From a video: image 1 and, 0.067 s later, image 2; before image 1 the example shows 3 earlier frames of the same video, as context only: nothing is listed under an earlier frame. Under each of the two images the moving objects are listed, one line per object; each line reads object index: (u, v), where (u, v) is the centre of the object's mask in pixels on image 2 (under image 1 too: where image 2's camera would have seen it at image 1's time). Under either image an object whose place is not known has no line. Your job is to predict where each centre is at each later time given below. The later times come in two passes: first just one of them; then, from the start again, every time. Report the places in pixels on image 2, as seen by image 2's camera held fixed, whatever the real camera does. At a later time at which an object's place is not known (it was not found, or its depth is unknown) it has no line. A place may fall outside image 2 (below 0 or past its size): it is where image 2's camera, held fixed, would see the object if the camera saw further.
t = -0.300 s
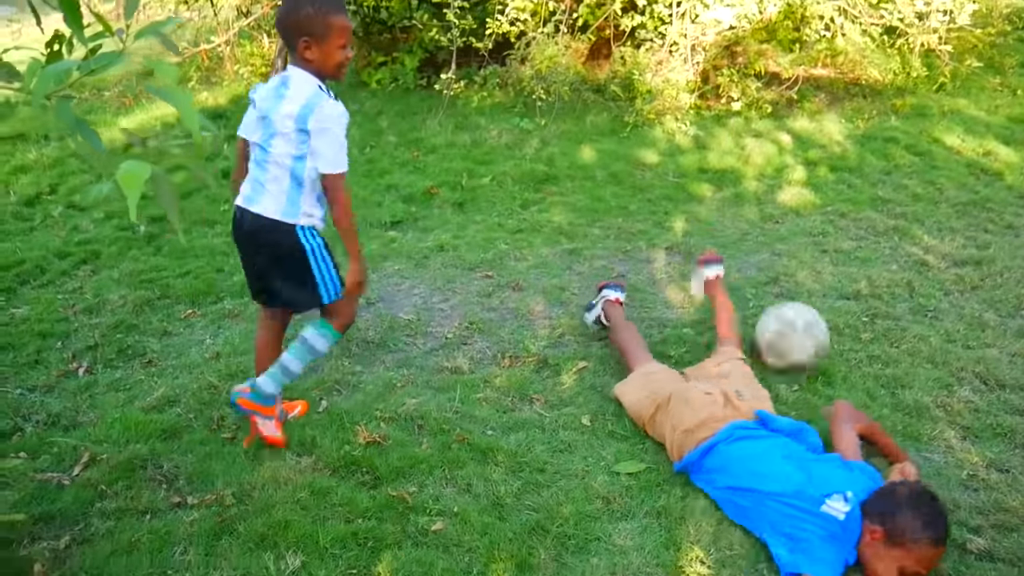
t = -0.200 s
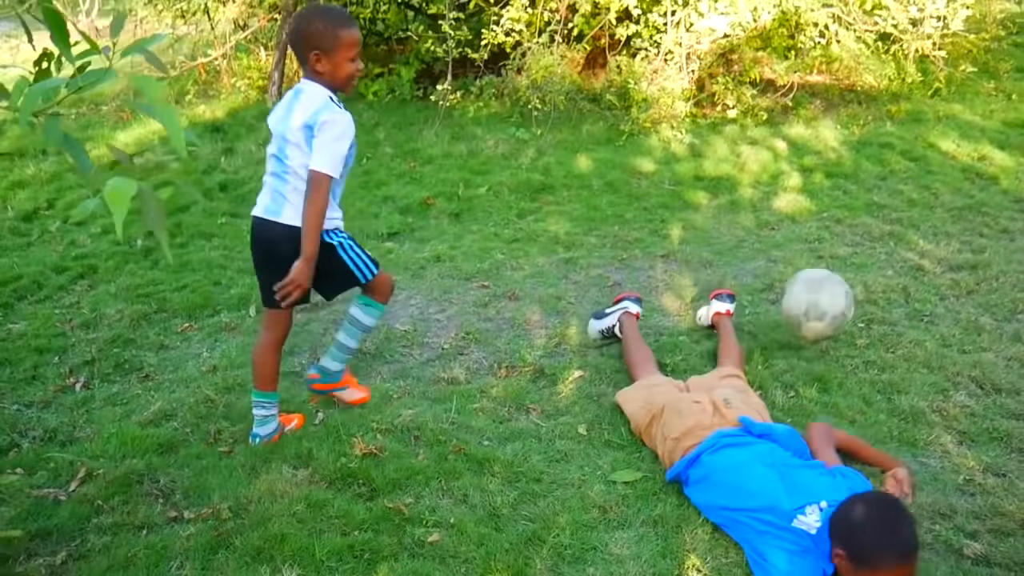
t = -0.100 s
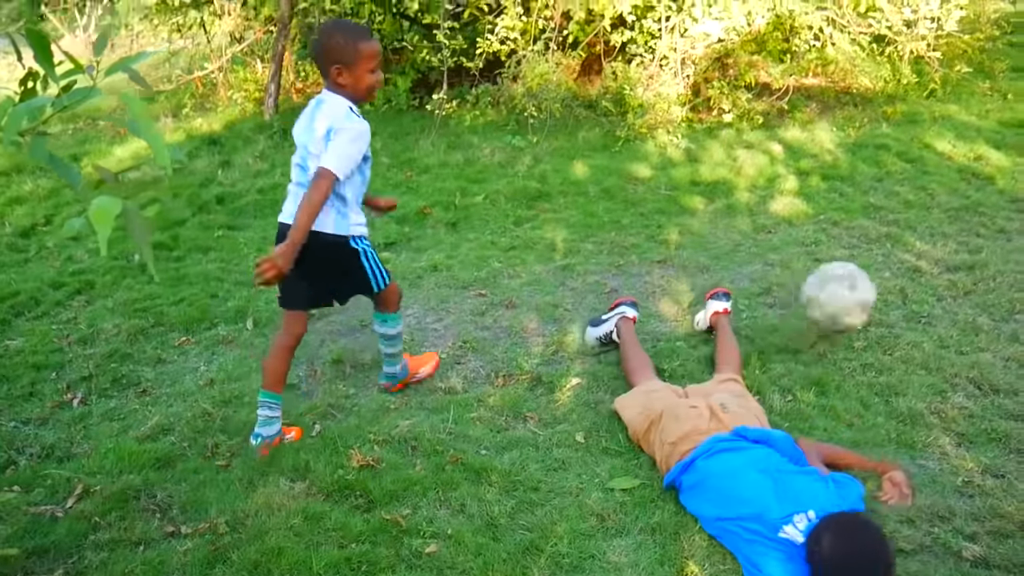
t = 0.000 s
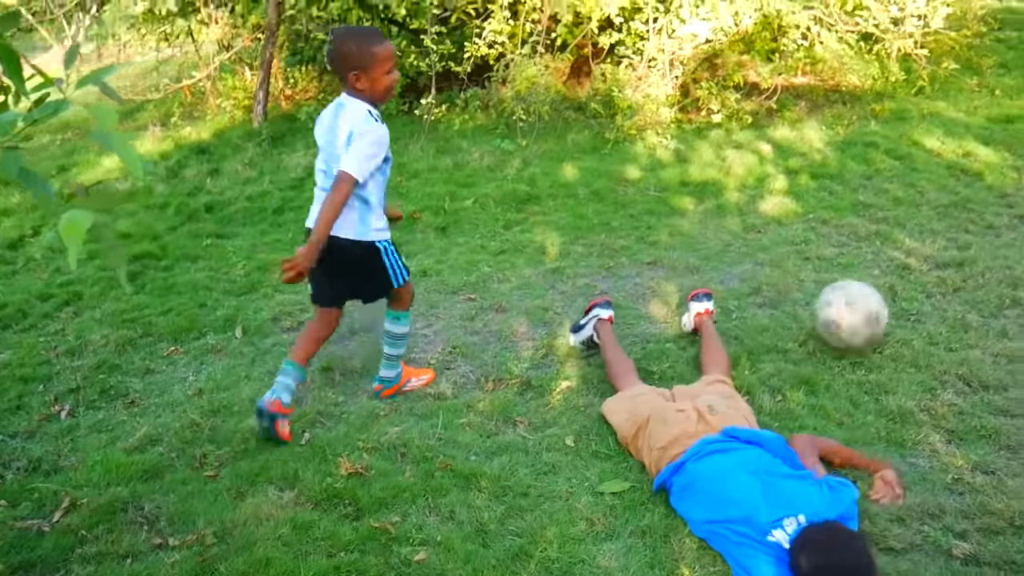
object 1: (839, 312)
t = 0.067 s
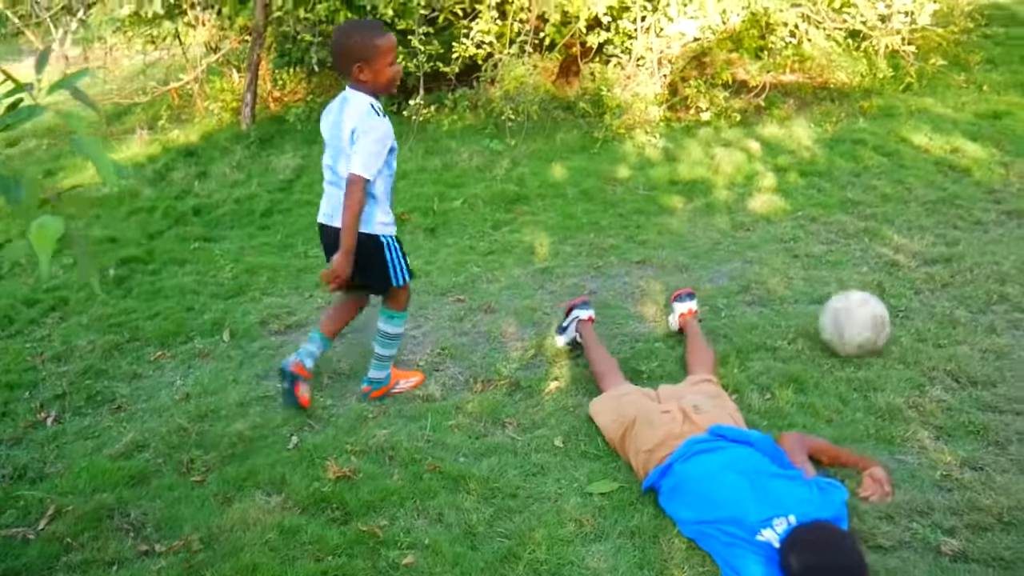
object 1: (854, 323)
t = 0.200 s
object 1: (883, 305)
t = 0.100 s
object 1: (862, 315)
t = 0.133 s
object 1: (870, 309)
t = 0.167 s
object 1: (877, 307)
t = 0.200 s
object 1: (883, 305)
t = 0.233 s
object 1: (890, 306)
